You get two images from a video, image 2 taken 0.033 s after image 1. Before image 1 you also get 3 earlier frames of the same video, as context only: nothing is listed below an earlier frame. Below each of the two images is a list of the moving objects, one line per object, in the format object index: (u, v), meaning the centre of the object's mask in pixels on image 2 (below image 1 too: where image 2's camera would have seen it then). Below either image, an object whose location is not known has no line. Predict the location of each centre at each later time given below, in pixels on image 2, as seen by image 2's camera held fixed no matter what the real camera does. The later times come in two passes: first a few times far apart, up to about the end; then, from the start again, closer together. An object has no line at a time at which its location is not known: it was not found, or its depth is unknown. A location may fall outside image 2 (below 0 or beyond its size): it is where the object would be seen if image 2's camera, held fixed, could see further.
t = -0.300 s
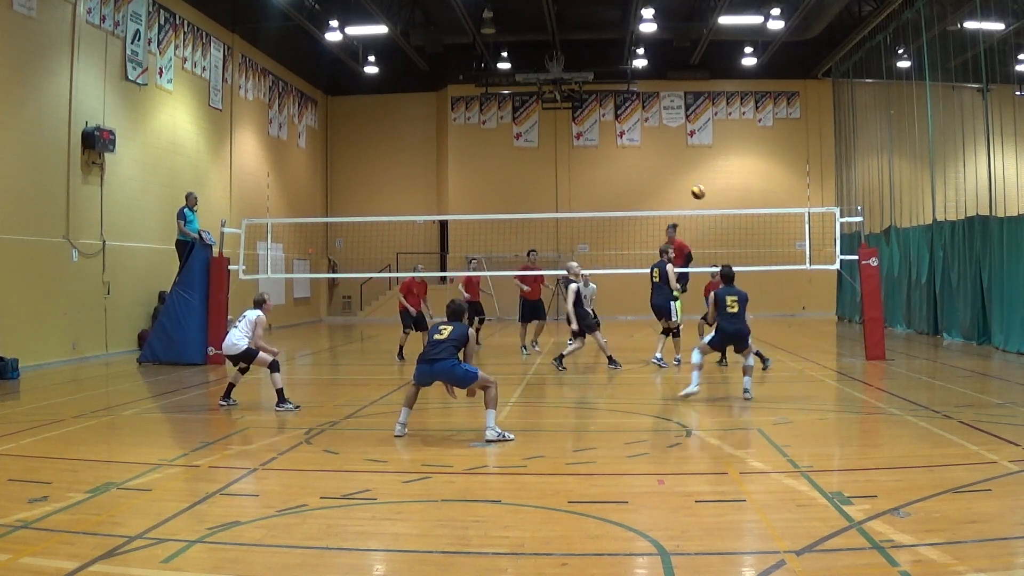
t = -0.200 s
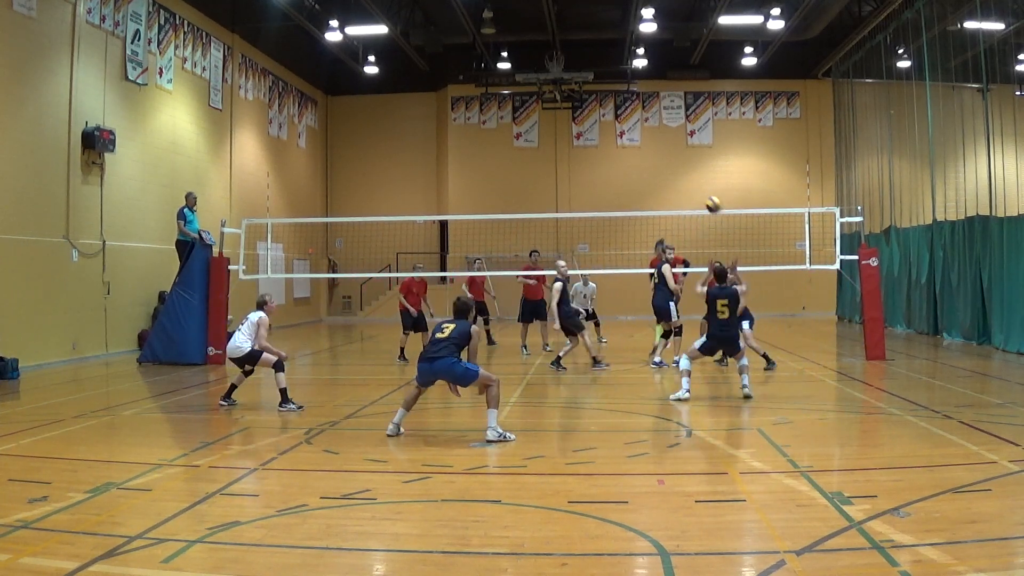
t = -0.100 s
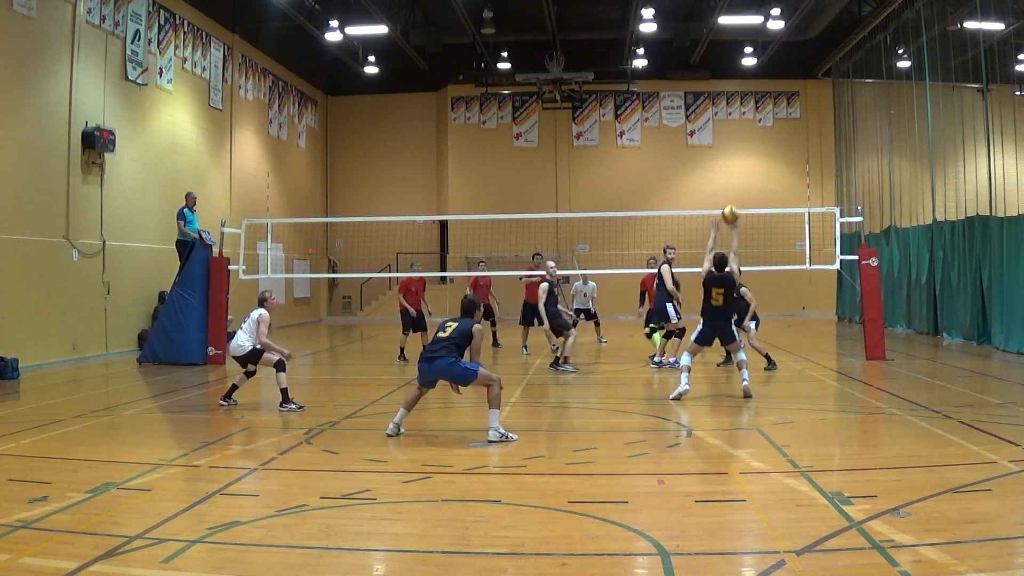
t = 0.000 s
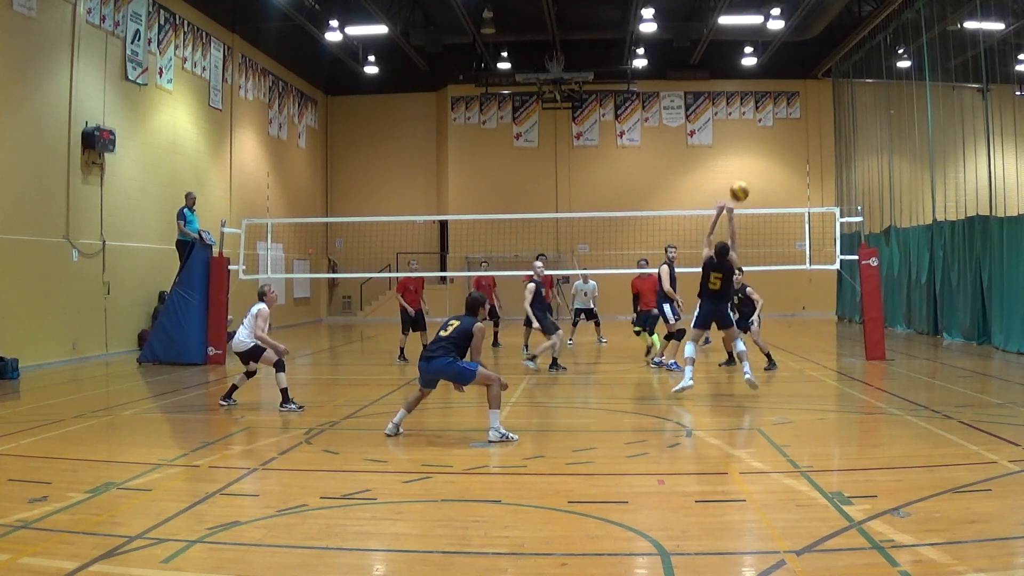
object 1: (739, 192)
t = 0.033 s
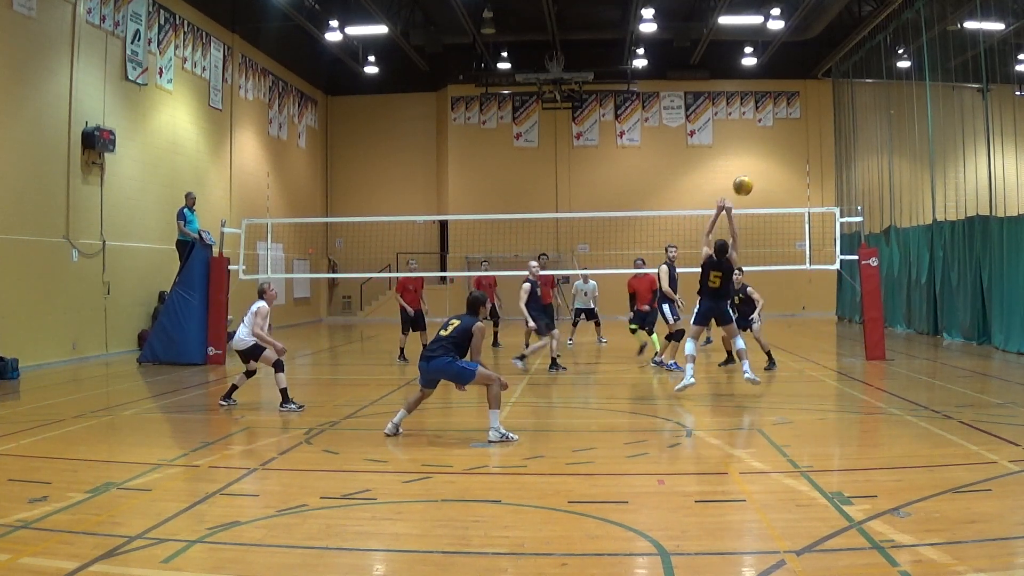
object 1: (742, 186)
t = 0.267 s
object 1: (783, 172)
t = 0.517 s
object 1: (873, 254)
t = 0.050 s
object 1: (745, 183)
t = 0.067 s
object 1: (747, 181)
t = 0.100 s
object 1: (752, 176)
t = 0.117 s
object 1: (754, 174)
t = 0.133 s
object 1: (756, 173)
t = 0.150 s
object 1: (759, 172)
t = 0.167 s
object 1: (762, 171)
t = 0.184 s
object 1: (765, 170)
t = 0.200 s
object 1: (769, 170)
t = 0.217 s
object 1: (772, 170)
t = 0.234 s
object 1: (775, 170)
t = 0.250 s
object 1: (779, 171)
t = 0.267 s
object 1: (783, 172)
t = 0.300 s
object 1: (791, 175)
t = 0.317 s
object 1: (796, 178)
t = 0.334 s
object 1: (800, 181)
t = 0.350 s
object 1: (805, 184)
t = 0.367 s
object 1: (811, 188)
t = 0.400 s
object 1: (822, 198)
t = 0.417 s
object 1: (828, 205)
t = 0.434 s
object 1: (834, 210)
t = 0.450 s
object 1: (842, 218)
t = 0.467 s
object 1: (850, 228)
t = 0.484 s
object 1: (857, 237)
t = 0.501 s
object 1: (864, 246)
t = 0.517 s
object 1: (873, 254)
